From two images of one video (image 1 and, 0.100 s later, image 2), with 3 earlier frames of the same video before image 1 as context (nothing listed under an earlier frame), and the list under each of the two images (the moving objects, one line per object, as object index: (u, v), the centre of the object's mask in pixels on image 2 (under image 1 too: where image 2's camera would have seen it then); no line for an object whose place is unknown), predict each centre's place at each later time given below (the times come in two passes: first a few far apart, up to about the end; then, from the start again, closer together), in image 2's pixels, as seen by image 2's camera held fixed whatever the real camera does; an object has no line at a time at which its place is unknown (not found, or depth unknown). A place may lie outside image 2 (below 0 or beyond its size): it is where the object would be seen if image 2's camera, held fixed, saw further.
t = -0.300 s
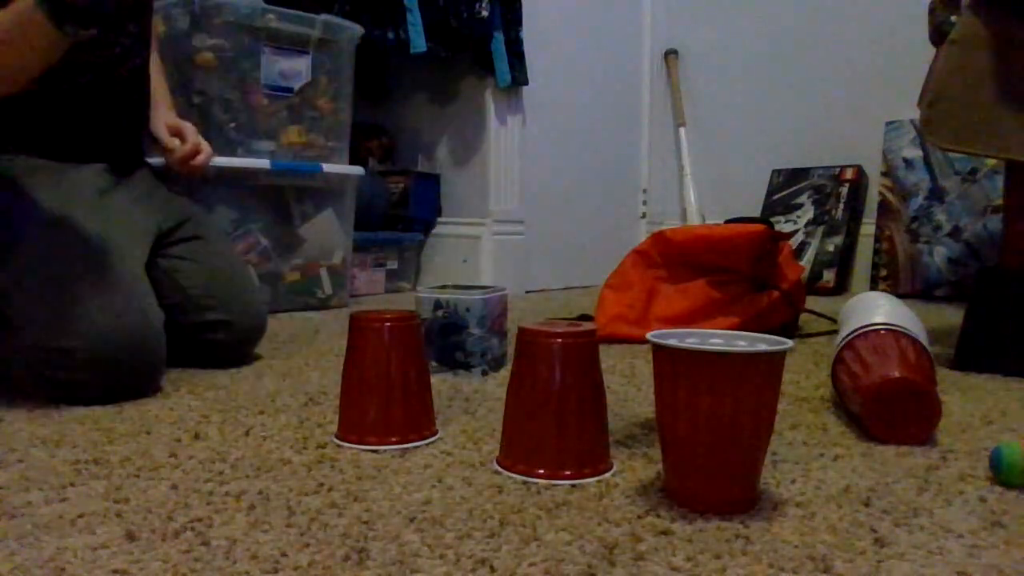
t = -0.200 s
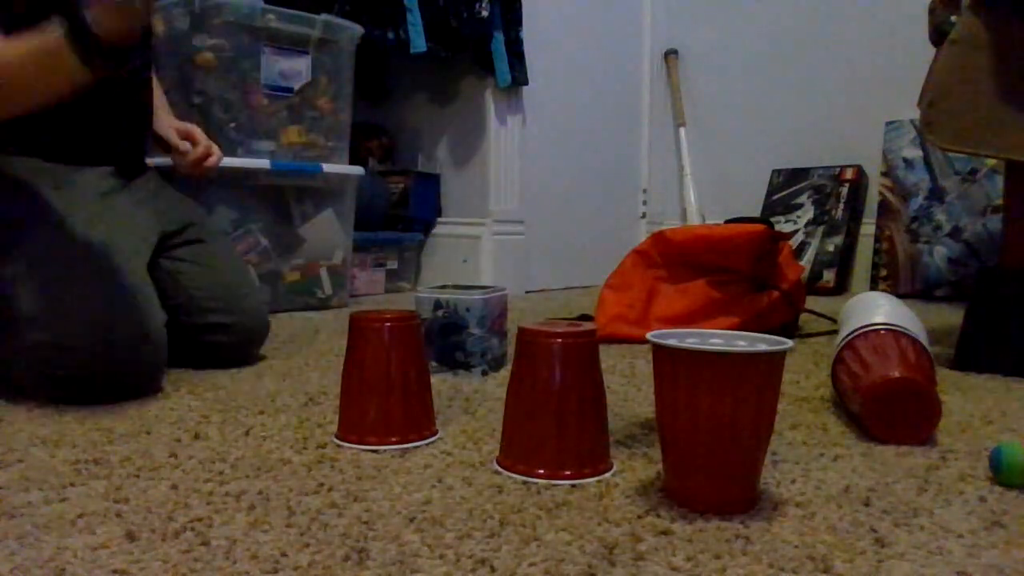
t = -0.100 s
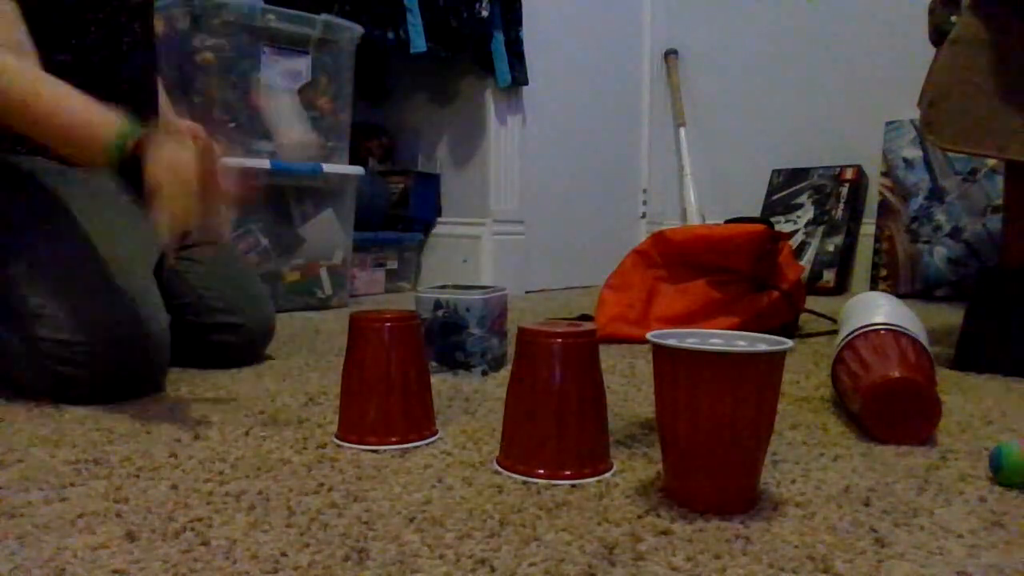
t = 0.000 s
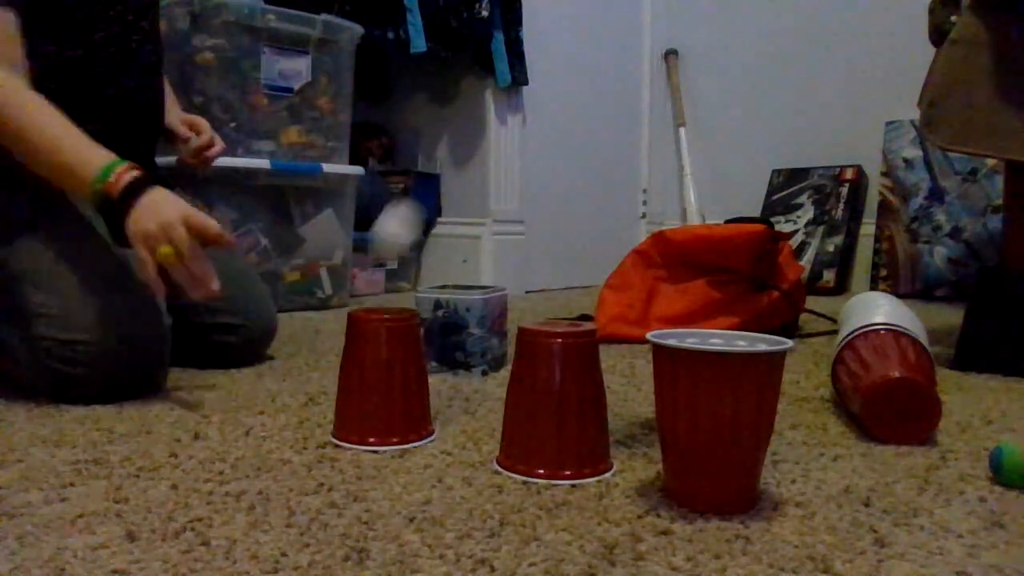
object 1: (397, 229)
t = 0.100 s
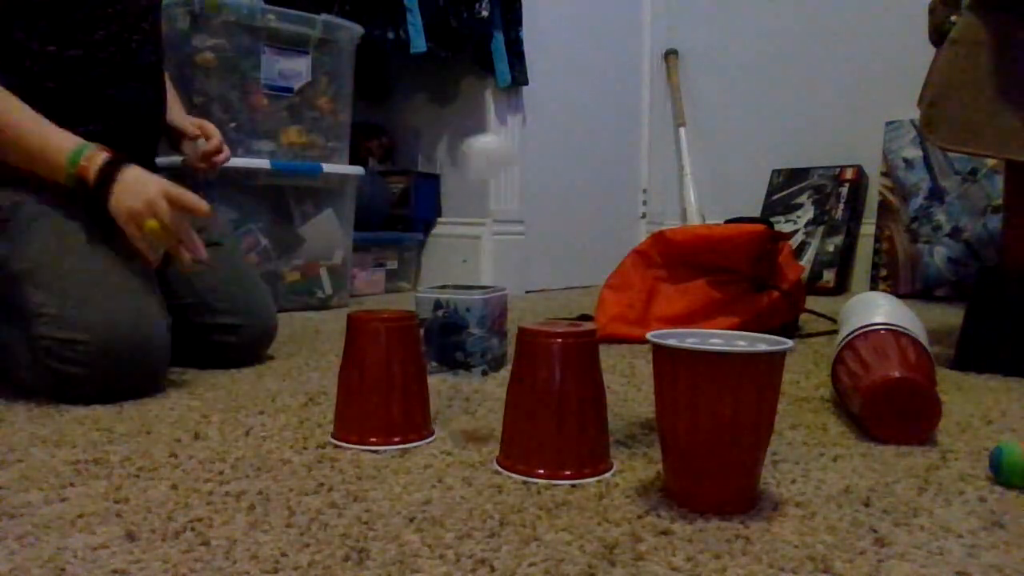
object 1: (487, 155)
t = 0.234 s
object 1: (617, 221)
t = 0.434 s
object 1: (819, 367)
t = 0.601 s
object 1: (1001, 465)
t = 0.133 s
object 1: (517, 151)
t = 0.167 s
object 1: (547, 152)
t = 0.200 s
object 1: (584, 181)
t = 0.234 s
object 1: (617, 221)
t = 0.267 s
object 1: (652, 283)
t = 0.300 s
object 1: (674, 318)
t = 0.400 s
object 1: (796, 379)
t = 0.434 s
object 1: (819, 367)
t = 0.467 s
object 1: (855, 364)
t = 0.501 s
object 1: (892, 373)
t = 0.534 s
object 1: (927, 396)
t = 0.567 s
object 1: (966, 437)
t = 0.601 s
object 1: (1001, 465)
